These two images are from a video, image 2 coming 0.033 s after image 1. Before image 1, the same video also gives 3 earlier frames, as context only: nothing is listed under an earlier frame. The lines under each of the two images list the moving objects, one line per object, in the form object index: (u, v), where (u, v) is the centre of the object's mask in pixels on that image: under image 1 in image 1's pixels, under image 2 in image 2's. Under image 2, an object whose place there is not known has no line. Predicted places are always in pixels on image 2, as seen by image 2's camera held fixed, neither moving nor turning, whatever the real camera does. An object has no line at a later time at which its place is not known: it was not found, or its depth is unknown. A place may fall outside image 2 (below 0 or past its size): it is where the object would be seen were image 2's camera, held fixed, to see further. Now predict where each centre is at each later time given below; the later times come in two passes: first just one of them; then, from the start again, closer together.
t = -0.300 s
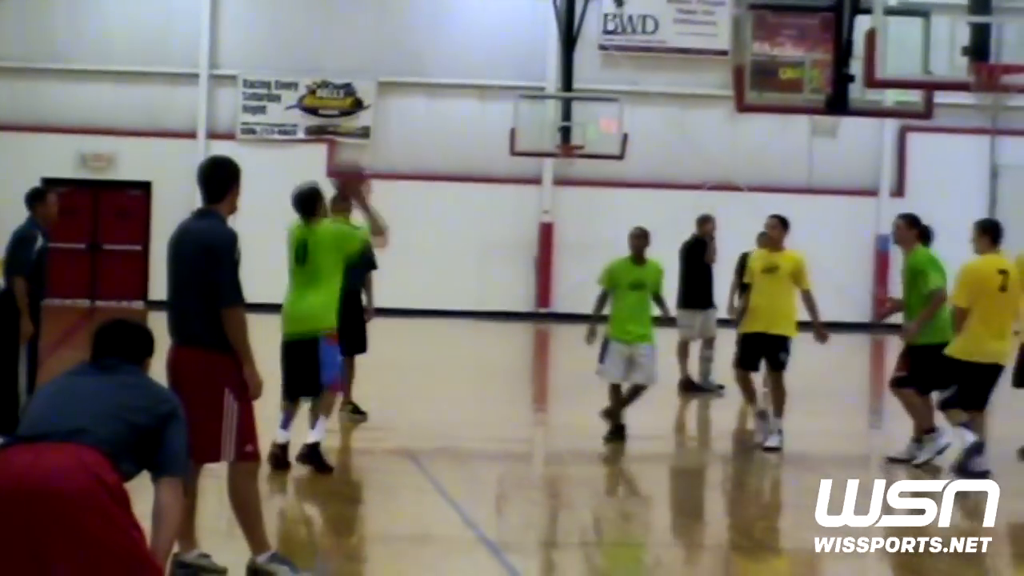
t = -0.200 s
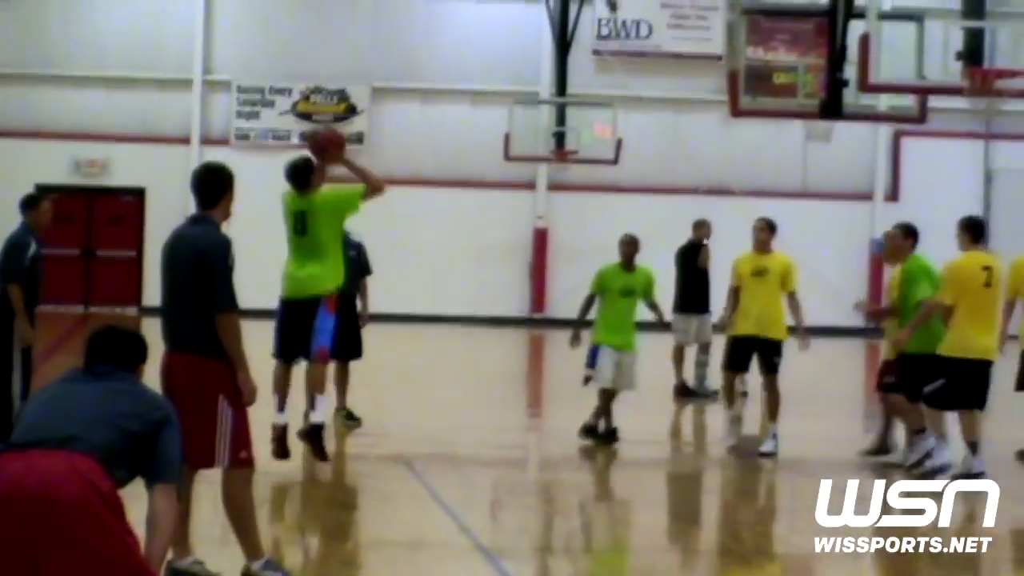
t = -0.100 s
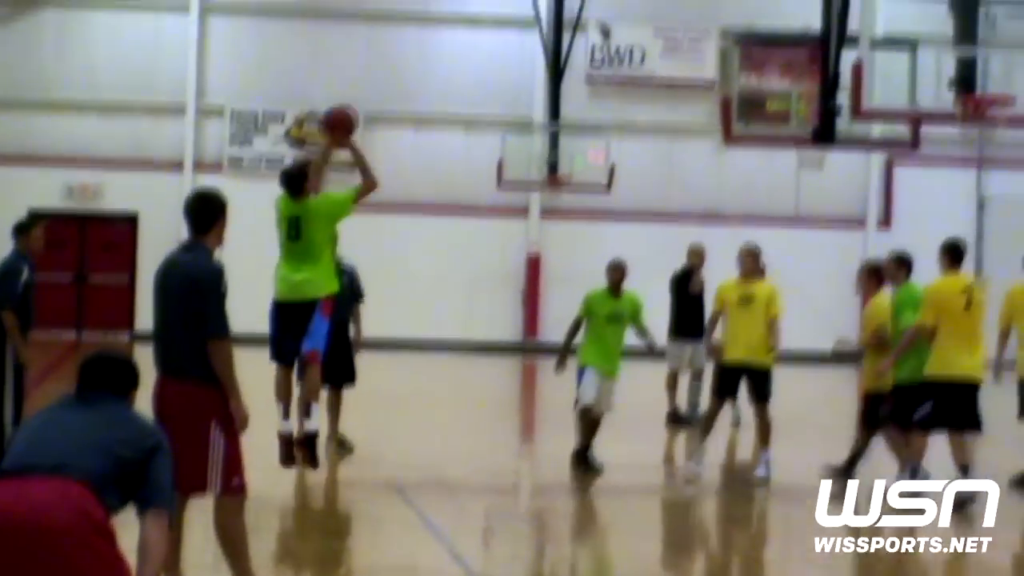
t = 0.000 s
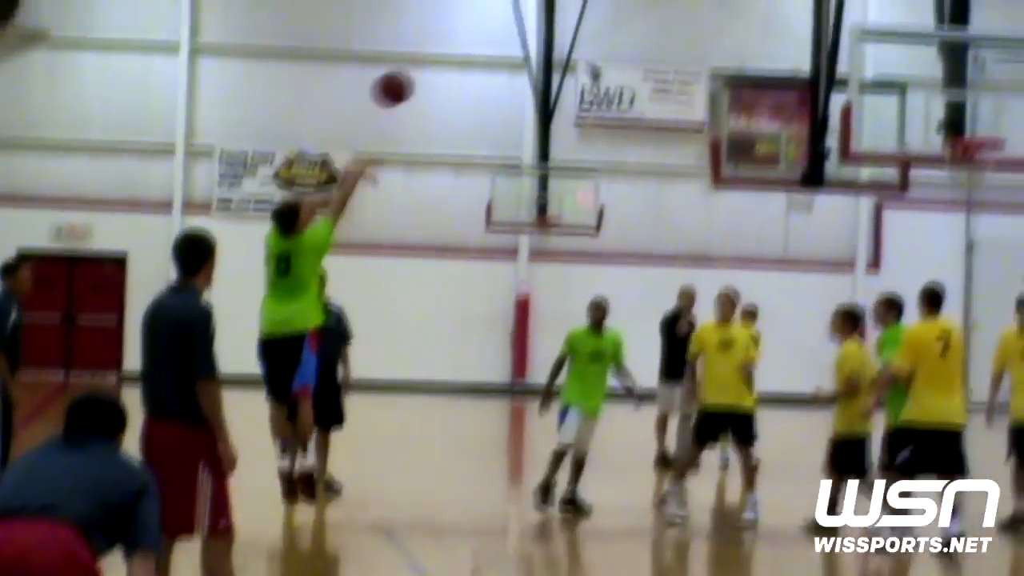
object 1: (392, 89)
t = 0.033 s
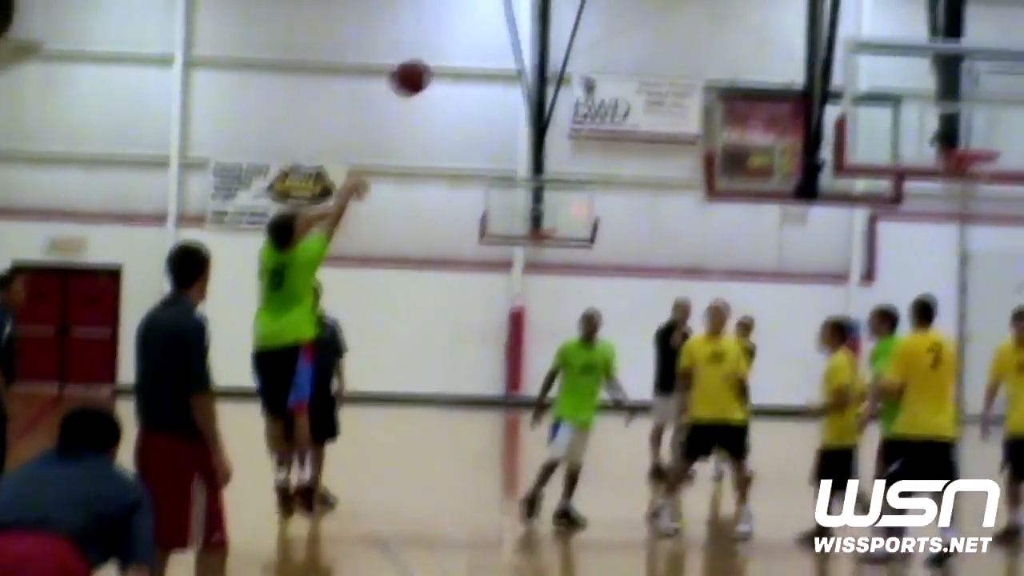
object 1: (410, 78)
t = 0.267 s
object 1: (559, -30)
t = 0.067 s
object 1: (433, 57)
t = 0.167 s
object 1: (497, 5)
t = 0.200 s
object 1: (517, -9)
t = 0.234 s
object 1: (538, -20)
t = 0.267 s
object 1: (559, -30)
